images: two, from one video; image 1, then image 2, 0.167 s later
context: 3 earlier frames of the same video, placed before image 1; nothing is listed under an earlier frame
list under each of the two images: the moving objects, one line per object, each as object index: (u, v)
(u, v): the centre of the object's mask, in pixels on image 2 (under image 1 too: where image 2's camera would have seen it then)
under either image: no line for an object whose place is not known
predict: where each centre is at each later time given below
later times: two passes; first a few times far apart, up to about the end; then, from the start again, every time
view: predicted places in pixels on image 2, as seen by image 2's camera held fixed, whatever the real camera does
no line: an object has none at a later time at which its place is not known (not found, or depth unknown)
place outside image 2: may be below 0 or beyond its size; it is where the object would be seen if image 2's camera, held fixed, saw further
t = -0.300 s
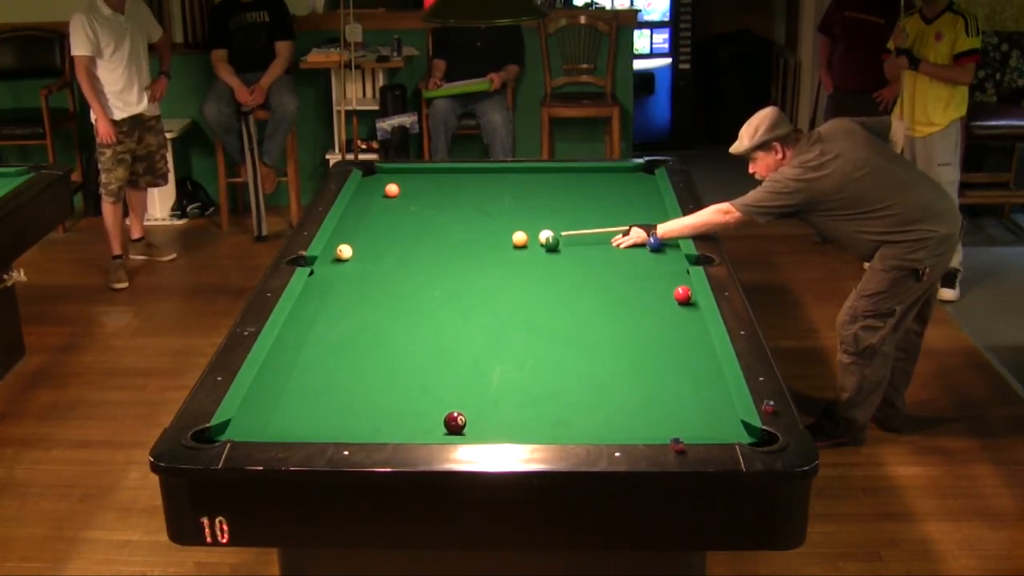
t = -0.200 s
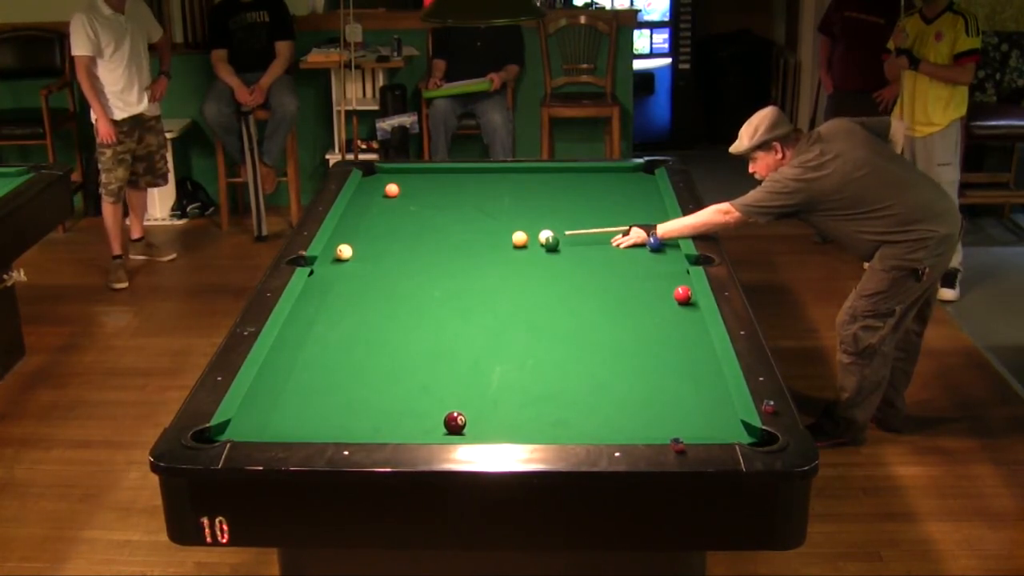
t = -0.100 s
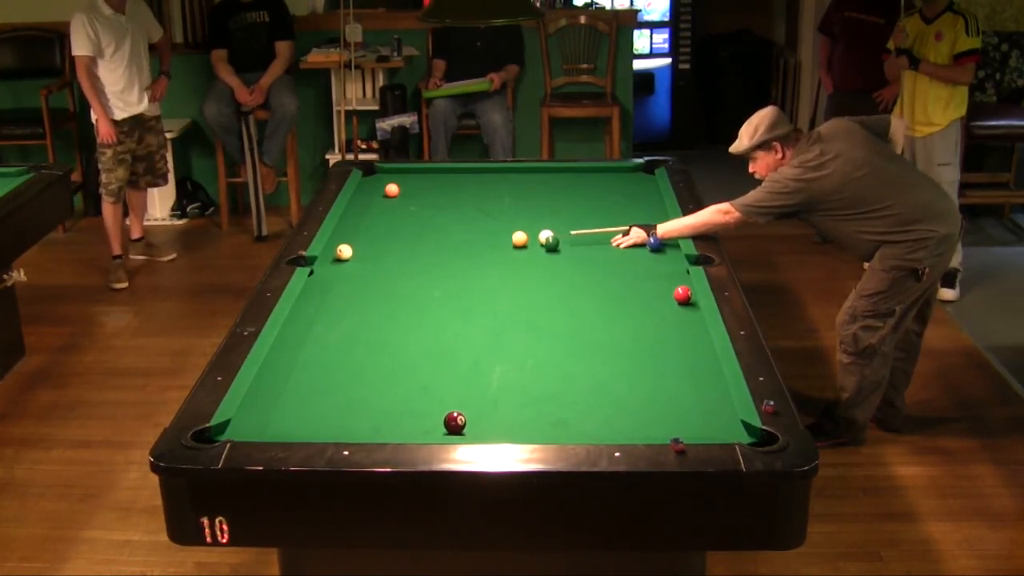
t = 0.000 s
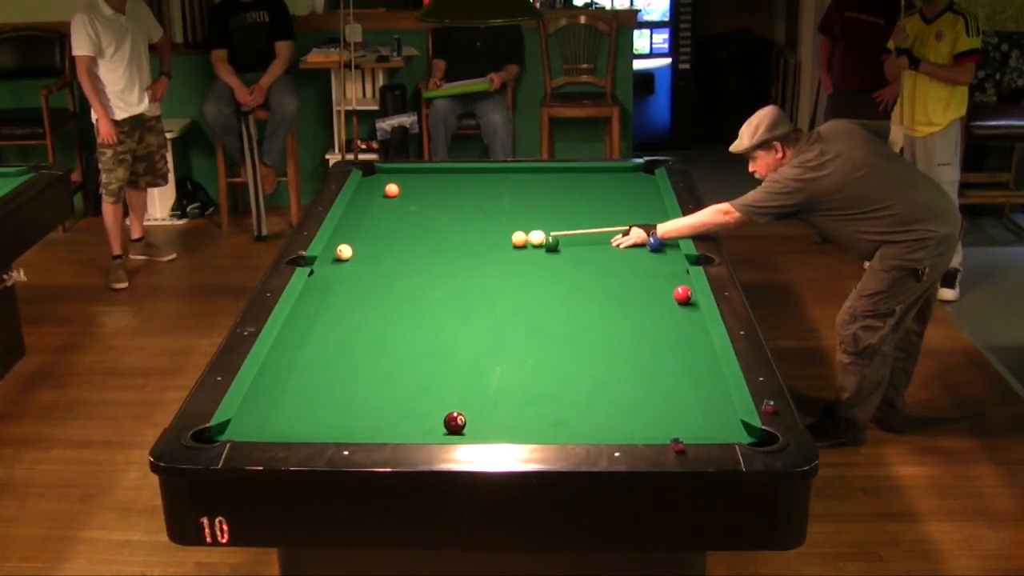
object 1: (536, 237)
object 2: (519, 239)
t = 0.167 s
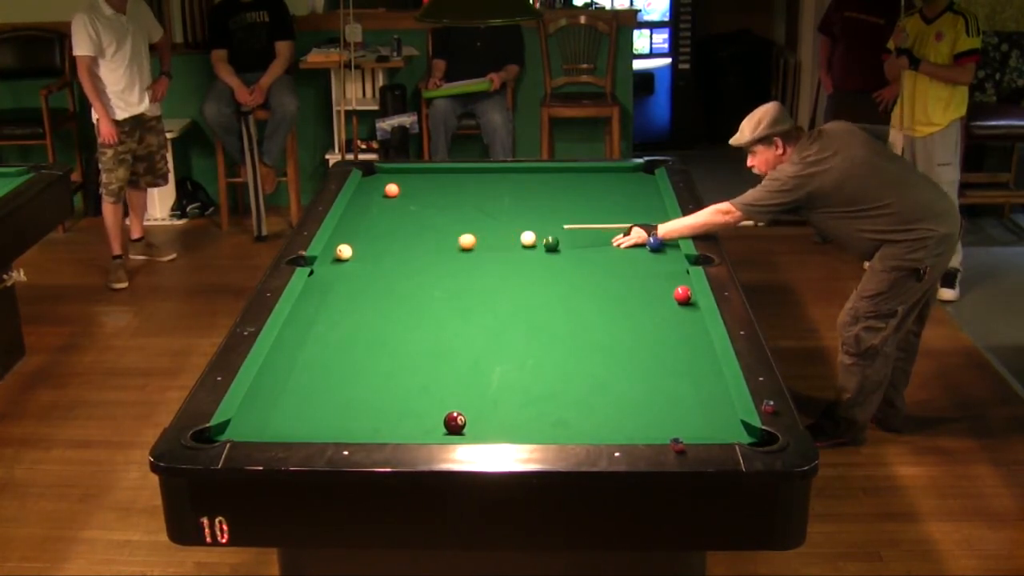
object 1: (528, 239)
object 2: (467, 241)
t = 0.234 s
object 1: (524, 239)
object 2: (449, 243)
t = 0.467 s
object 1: (511, 240)
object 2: (394, 246)
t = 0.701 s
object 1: (499, 241)
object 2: (348, 246)
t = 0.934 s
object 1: (488, 242)
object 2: (342, 243)
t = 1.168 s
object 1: (478, 243)
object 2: (361, 239)
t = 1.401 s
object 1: (469, 243)
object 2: (377, 237)
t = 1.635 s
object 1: (460, 244)
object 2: (393, 234)
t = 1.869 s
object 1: (454, 245)
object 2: (408, 231)
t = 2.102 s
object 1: (448, 245)
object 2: (421, 229)
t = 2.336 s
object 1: (443, 245)
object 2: (433, 227)
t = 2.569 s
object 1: (439, 245)
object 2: (444, 225)
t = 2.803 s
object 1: (437, 246)
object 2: (454, 223)
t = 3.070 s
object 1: (435, 246)
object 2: (464, 222)
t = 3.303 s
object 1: (435, 245)
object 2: (472, 220)
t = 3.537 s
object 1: (435, 245)
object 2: (479, 219)
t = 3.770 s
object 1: (434, 245)
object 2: (484, 218)
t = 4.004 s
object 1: (434, 245)
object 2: (489, 217)
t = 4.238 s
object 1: (434, 245)
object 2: (493, 217)
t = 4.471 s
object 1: (434, 245)
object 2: (496, 216)
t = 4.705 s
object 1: (434, 245)
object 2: (498, 216)
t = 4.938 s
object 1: (434, 245)
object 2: (499, 216)
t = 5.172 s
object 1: (434, 245)
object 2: (499, 216)
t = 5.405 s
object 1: (434, 245)
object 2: (499, 216)
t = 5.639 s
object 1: (435, 245)
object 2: (499, 215)
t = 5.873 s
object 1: (435, 245)
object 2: (499, 216)
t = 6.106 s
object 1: (434, 245)
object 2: (499, 216)
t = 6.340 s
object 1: (435, 245)
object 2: (499, 216)
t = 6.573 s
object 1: (434, 245)
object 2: (499, 216)
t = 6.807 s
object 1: (434, 245)
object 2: (499, 216)
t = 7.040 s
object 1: (434, 245)
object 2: (499, 216)
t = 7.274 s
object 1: (434, 245)
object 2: (499, 215)
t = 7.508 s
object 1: (434, 245)
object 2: (499, 215)
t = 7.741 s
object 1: (434, 245)
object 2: (499, 215)
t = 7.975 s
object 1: (434, 245)
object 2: (499, 215)
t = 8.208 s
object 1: (434, 245)
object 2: (499, 215)
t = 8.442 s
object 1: (435, 245)
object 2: (499, 216)
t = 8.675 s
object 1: (434, 245)
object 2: (499, 216)
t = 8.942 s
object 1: (435, 245)
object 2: (499, 216)
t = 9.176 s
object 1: (434, 245)
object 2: (499, 216)
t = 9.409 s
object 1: (434, 245)
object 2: (499, 216)
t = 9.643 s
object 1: (435, 245)
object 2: (499, 216)
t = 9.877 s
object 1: (435, 245)
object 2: (499, 216)
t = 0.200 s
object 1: (526, 239)
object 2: (458, 242)
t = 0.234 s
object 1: (524, 239)
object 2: (449, 243)
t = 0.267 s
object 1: (522, 239)
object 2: (441, 243)
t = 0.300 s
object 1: (520, 239)
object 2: (433, 243)
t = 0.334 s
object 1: (518, 240)
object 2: (425, 244)
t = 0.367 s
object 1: (516, 240)
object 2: (417, 245)
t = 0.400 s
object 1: (514, 240)
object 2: (409, 245)
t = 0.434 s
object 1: (513, 240)
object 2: (401, 245)
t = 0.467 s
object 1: (511, 240)
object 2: (394, 246)
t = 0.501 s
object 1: (509, 240)
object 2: (386, 246)
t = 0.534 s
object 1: (508, 240)
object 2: (378, 247)
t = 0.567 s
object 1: (506, 240)
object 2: (370, 247)
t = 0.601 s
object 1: (504, 241)
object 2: (362, 248)
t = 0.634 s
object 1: (502, 241)
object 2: (356, 247)
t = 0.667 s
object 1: (501, 241)
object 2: (352, 246)
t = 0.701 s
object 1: (499, 241)
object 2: (348, 246)
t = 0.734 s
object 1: (497, 241)
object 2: (343, 245)
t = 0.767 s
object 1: (496, 241)
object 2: (339, 244)
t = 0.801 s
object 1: (494, 241)
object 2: (334, 244)
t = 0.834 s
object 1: (493, 241)
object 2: (334, 244)
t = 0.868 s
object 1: (491, 242)
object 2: (337, 244)
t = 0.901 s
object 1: (489, 242)
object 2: (340, 243)
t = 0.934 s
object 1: (488, 242)
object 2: (342, 243)
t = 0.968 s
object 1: (487, 242)
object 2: (345, 242)
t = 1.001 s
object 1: (485, 242)
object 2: (348, 242)
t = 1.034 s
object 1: (484, 242)
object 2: (350, 241)
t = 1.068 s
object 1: (482, 242)
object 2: (353, 241)
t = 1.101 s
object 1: (481, 242)
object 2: (355, 240)
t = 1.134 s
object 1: (479, 242)
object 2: (358, 240)
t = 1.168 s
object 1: (478, 243)
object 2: (361, 239)
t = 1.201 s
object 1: (477, 243)
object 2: (363, 239)
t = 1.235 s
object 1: (475, 243)
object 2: (365, 238)
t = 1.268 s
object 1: (474, 243)
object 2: (368, 238)
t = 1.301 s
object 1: (472, 243)
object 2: (370, 238)
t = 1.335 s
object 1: (471, 243)
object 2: (373, 237)
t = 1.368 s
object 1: (470, 243)
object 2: (375, 237)
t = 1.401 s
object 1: (469, 243)
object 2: (377, 237)
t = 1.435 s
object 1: (468, 243)
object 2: (380, 236)
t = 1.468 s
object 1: (467, 244)
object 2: (382, 236)
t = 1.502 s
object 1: (465, 244)
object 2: (384, 235)
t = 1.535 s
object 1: (464, 244)
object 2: (386, 235)
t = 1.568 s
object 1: (463, 244)
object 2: (389, 234)
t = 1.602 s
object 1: (462, 244)
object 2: (391, 234)
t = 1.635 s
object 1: (460, 244)
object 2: (393, 234)
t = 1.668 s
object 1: (460, 244)
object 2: (395, 233)
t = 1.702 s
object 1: (459, 244)
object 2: (397, 233)
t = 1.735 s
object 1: (457, 244)
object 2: (399, 233)
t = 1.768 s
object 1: (457, 244)
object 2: (401, 232)
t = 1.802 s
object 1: (456, 244)
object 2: (403, 232)
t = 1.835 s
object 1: (455, 244)
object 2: (405, 232)
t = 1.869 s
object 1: (454, 245)
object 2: (408, 231)
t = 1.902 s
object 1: (453, 245)
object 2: (409, 231)
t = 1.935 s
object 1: (452, 245)
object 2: (411, 231)
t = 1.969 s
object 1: (451, 245)
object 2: (413, 230)
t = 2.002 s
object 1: (450, 245)
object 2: (415, 230)
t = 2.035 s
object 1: (450, 245)
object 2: (417, 230)
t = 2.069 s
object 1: (449, 245)
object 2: (419, 229)
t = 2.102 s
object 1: (448, 245)
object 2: (421, 229)
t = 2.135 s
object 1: (447, 245)
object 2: (423, 229)
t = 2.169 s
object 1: (446, 245)
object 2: (424, 228)
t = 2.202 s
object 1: (446, 245)
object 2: (426, 228)
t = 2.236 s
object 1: (445, 245)
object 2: (428, 228)
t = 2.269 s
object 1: (444, 245)
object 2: (429, 228)
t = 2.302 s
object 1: (444, 245)
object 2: (431, 227)
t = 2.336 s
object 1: (443, 245)
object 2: (433, 227)
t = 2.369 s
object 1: (442, 245)
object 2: (434, 226)
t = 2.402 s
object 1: (442, 245)
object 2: (436, 226)
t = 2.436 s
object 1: (441, 245)
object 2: (438, 226)
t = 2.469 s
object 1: (441, 245)
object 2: (439, 226)
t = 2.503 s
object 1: (440, 245)
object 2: (441, 226)
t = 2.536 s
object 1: (440, 245)
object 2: (442, 225)
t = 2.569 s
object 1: (439, 245)
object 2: (444, 225)
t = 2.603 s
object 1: (439, 245)
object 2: (445, 225)
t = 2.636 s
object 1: (438, 245)
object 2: (447, 224)
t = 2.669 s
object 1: (438, 246)
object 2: (448, 224)
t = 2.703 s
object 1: (437, 245)
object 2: (450, 224)
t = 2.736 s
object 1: (437, 245)
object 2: (451, 224)
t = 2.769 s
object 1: (437, 246)
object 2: (452, 224)
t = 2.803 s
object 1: (437, 246)
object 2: (454, 223)
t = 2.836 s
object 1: (436, 246)
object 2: (455, 223)
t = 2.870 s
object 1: (436, 246)
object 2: (456, 223)
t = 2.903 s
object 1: (436, 246)
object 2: (458, 223)
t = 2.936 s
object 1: (435, 246)
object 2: (459, 223)
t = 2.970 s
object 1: (435, 246)
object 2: (460, 222)
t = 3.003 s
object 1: (435, 246)
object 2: (461, 222)
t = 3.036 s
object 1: (435, 246)
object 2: (462, 222)
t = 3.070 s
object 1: (435, 246)
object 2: (464, 222)
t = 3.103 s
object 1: (435, 246)
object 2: (465, 221)
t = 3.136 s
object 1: (435, 246)
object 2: (466, 221)
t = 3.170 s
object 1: (435, 246)
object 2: (467, 221)
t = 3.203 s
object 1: (435, 246)
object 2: (468, 221)
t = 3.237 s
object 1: (435, 245)
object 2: (470, 221)
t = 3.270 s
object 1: (435, 245)
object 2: (471, 221)
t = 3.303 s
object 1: (435, 245)
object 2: (472, 220)
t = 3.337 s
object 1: (435, 245)
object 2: (473, 220)
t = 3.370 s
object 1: (435, 245)
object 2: (474, 220)
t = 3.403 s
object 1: (435, 245)
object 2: (475, 220)
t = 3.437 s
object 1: (435, 245)
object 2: (476, 220)
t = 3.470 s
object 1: (435, 245)
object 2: (477, 220)
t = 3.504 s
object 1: (435, 245)
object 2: (478, 219)
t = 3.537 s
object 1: (435, 245)
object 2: (479, 219)
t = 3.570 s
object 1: (434, 245)
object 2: (479, 219)
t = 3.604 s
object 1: (434, 245)
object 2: (481, 219)
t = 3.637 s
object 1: (434, 245)
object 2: (481, 219)
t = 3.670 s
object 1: (434, 245)
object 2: (482, 219)
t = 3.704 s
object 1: (434, 245)
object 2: (483, 219)
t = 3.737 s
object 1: (434, 245)
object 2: (484, 218)
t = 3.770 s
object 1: (434, 245)
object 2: (484, 218)
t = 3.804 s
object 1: (434, 245)
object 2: (485, 218)
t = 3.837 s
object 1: (434, 245)
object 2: (486, 218)
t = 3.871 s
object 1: (434, 245)
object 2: (486, 218)
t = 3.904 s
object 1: (434, 245)
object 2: (487, 218)
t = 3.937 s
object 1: (434, 245)
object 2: (488, 218)
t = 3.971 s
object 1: (434, 245)
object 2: (489, 218)
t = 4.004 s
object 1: (434, 245)
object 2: (489, 217)
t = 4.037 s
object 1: (434, 245)
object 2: (490, 217)
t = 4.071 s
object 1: (434, 245)
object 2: (490, 217)
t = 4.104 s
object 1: (434, 245)
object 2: (491, 217)
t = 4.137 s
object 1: (434, 245)
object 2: (492, 217)
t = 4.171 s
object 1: (434, 245)
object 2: (492, 217)
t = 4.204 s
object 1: (434, 245)
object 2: (493, 217)
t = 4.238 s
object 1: (434, 245)
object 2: (493, 217)
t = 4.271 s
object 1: (434, 245)
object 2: (493, 217)
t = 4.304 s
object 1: (434, 245)
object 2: (494, 216)
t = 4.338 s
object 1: (434, 245)
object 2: (494, 216)
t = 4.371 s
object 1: (434, 245)
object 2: (495, 217)
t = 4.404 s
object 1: (434, 245)
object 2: (495, 216)
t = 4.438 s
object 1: (434, 245)
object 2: (495, 216)
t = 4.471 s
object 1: (434, 245)
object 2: (496, 216)
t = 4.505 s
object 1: (434, 245)
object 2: (496, 216)
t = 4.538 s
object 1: (434, 245)
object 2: (497, 216)
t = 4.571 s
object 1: (434, 245)
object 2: (497, 216)
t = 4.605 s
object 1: (434, 245)
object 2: (497, 216)
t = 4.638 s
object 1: (434, 245)
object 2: (497, 216)
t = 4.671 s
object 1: (434, 245)
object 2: (497, 216)
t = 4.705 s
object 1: (434, 245)
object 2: (498, 216)
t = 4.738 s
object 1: (434, 245)
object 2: (498, 216)
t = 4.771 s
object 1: (434, 245)
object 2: (498, 216)
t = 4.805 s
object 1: (434, 245)
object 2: (498, 216)
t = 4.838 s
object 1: (434, 245)
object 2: (498, 216)
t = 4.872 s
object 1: (434, 245)
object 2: (498, 216)
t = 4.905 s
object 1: (434, 245)
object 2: (498, 216)
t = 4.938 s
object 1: (434, 245)
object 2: (499, 216)
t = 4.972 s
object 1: (434, 245)
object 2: (499, 216)
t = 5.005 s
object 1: (434, 245)
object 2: (499, 216)
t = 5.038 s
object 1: (434, 245)
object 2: (499, 216)
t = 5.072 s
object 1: (434, 245)
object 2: (499, 216)
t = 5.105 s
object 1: (434, 245)
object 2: (499, 216)
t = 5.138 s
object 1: (434, 245)
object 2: (499, 216)
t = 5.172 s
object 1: (434, 245)
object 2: (499, 216)
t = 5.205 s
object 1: (434, 245)
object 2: (499, 216)
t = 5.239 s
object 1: (434, 245)
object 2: (499, 216)
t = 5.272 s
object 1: (434, 245)
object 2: (499, 216)
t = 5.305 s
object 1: (434, 245)
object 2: (499, 216)
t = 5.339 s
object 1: (434, 245)
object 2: (499, 216)
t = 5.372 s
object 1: (434, 245)
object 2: (499, 216)
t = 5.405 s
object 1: (434, 245)
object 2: (499, 216)
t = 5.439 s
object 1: (434, 245)
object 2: (499, 216)
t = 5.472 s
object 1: (434, 245)
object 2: (499, 216)
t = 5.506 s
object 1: (435, 245)
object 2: (499, 216)
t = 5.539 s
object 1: (435, 245)
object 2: (499, 216)
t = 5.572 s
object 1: (435, 245)
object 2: (499, 215)
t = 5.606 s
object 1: (435, 245)
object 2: (499, 215)
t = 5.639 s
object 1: (435, 245)
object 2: (499, 215)
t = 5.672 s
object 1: (435, 245)
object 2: (499, 215)
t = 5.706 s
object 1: (435, 245)
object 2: (499, 215)
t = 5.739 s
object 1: (435, 245)
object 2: (499, 215)
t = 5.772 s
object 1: (435, 245)
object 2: (499, 216)
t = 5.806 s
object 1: (435, 245)
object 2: (499, 216)
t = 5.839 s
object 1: (435, 245)
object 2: (499, 216)
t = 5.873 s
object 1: (435, 245)
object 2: (499, 216)
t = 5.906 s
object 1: (435, 245)
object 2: (499, 216)
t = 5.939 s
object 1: (435, 245)
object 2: (499, 216)
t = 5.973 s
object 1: (434, 245)
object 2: (499, 216)
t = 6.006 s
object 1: (434, 245)
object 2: (499, 216)
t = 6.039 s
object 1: (434, 245)
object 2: (499, 216)
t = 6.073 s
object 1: (434, 245)
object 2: (499, 216)
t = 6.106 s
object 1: (434, 245)
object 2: (499, 216)
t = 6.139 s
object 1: (434, 245)
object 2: (499, 216)
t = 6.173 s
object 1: (434, 245)
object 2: (499, 216)
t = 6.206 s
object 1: (434, 245)
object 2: (499, 216)
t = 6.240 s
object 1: (434, 245)
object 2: (499, 216)
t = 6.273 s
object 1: (435, 245)
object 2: (499, 216)
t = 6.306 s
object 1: (435, 245)
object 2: (499, 216)
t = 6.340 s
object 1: (435, 245)
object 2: (499, 216)
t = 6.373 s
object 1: (435, 245)
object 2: (499, 215)
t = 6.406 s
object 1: (435, 245)
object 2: (499, 216)
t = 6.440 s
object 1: (435, 245)
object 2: (499, 216)
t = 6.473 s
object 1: (435, 245)
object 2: (499, 216)
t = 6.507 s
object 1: (435, 245)
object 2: (499, 216)
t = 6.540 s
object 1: (435, 245)
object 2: (499, 216)
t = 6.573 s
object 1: (434, 245)
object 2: (499, 216)
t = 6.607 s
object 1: (434, 245)
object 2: (499, 216)
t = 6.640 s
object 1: (434, 245)
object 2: (499, 216)
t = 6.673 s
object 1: (434, 245)
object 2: (499, 216)
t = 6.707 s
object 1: (434, 245)
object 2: (499, 216)
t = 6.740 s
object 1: (434, 245)
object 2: (499, 216)
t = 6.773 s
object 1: (435, 245)
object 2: (499, 216)
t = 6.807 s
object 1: (434, 245)
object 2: (499, 216)
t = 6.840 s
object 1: (434, 245)
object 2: (499, 216)
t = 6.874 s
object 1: (434, 245)
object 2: (499, 216)
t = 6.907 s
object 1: (434, 245)
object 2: (499, 216)
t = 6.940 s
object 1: (434, 245)
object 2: (499, 216)
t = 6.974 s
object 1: (434, 245)
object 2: (499, 216)
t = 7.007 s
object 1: (434, 245)
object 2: (499, 216)
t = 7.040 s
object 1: (434, 245)
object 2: (499, 216)
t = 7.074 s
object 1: (434, 245)
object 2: (499, 216)
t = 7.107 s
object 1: (434, 245)
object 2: (499, 216)
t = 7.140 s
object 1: (434, 245)
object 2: (499, 216)
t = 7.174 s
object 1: (434, 245)
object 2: (499, 216)
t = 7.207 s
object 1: (435, 245)
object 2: (499, 215)
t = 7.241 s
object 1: (434, 245)
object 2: (499, 215)
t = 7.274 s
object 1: (434, 245)
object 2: (499, 215)
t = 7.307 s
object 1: (435, 245)
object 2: (499, 215)
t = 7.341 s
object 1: (435, 245)
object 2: (499, 215)
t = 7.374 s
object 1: (435, 245)
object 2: (499, 215)
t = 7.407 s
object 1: (434, 245)
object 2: (499, 215)
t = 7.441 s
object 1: (434, 245)
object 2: (499, 216)
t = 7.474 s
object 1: (434, 245)
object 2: (499, 216)
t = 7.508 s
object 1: (434, 245)
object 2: (499, 215)
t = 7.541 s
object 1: (434, 245)
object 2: (499, 215)
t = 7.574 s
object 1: (434, 245)
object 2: (499, 215)
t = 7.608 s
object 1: (434, 245)
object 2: (499, 215)
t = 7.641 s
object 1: (434, 245)
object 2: (499, 215)
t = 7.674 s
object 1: (434, 245)
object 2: (499, 215)
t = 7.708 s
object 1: (434, 245)
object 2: (499, 215)
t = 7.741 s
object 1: (434, 245)
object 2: (499, 215)
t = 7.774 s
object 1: (434, 245)
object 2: (499, 215)
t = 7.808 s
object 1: (434, 245)
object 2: (499, 215)
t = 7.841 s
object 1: (434, 245)
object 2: (499, 215)
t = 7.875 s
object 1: (434, 245)
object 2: (499, 215)
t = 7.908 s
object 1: (434, 245)
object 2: (499, 215)
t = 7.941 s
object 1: (434, 245)
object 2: (499, 215)
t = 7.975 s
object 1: (434, 245)
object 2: (499, 215)
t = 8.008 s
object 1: (434, 245)
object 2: (499, 215)
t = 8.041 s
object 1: (434, 245)
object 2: (499, 216)
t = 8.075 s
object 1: (434, 245)
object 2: (499, 215)
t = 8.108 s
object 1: (434, 245)
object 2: (499, 215)
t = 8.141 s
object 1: (434, 245)
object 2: (499, 215)
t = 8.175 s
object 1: (434, 245)
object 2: (499, 215)
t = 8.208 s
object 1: (434, 245)
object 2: (499, 215)
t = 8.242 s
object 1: (435, 245)
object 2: (499, 215)
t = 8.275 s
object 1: (435, 245)
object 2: (499, 216)
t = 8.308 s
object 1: (435, 245)
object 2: (499, 216)
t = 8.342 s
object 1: (435, 245)
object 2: (499, 216)
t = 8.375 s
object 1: (435, 245)
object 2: (499, 216)
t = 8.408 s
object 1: (435, 245)
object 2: (499, 216)
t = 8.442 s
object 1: (435, 245)
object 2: (499, 216)
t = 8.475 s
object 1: (435, 245)
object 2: (499, 216)
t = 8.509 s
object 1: (435, 245)
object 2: (499, 216)
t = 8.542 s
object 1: (435, 245)
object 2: (499, 216)
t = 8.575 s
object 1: (435, 245)
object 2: (499, 216)
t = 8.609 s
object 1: (434, 245)
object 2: (499, 216)
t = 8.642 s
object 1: (434, 245)
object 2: (499, 216)
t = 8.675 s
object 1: (434, 245)
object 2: (499, 216)
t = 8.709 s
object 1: (434, 245)
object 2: (499, 216)
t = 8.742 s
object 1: (434, 245)
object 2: (499, 216)
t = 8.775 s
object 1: (435, 245)
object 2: (499, 216)
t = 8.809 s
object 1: (435, 245)
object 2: (499, 216)
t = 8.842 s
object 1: (435, 245)
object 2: (499, 216)
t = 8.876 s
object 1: (435, 245)
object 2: (499, 216)
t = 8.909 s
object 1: (435, 245)
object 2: (499, 216)
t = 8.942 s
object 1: (435, 245)
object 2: (499, 216)
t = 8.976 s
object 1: (435, 245)
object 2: (499, 216)
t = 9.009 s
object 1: (434, 245)
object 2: (499, 216)
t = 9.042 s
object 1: (434, 245)
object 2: (499, 216)
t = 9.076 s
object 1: (434, 245)
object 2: (499, 216)
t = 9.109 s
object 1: (434, 245)
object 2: (499, 216)
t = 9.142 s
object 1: (434, 245)
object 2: (499, 216)
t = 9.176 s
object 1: (434, 245)
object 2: (499, 216)
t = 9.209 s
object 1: (435, 245)
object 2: (499, 216)
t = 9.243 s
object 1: (434, 245)
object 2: (499, 216)
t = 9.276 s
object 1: (434, 245)
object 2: (499, 216)
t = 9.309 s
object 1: (434, 245)
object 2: (499, 216)
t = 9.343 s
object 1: (434, 245)
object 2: (499, 216)
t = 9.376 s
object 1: (434, 245)
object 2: (499, 216)
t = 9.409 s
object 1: (434, 245)
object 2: (499, 216)
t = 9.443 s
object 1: (434, 245)
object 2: (499, 216)
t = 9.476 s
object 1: (434, 245)
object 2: (499, 216)
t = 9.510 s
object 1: (435, 245)
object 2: (499, 216)
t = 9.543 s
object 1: (434, 245)
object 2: (499, 216)
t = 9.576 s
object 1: (435, 245)
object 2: (499, 216)
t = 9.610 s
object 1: (435, 245)
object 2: (499, 216)
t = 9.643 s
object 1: (435, 245)
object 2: (499, 216)
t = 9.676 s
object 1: (435, 245)
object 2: (499, 216)
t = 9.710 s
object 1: (435, 245)
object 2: (499, 215)
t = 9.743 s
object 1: (435, 245)
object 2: (499, 216)
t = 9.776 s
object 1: (435, 245)
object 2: (499, 216)
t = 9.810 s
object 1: (435, 245)
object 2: (499, 216)
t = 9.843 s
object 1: (435, 245)
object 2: (499, 216)
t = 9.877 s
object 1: (435, 245)
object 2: (499, 216)
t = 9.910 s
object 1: (434, 245)
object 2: (499, 216)
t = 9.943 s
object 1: (434, 245)
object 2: (499, 216)
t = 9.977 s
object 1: (434, 245)
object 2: (499, 216)
